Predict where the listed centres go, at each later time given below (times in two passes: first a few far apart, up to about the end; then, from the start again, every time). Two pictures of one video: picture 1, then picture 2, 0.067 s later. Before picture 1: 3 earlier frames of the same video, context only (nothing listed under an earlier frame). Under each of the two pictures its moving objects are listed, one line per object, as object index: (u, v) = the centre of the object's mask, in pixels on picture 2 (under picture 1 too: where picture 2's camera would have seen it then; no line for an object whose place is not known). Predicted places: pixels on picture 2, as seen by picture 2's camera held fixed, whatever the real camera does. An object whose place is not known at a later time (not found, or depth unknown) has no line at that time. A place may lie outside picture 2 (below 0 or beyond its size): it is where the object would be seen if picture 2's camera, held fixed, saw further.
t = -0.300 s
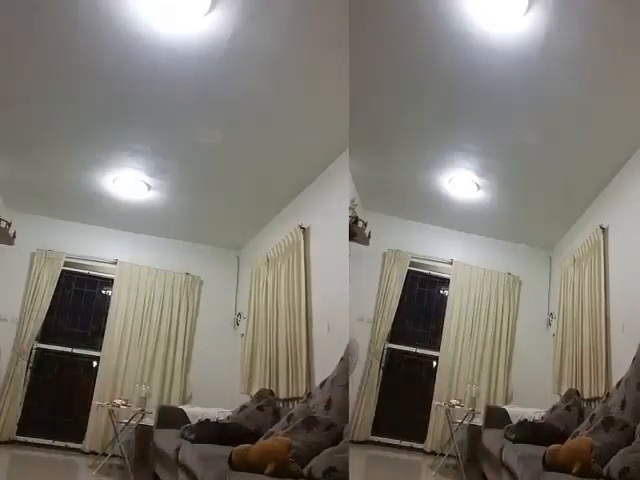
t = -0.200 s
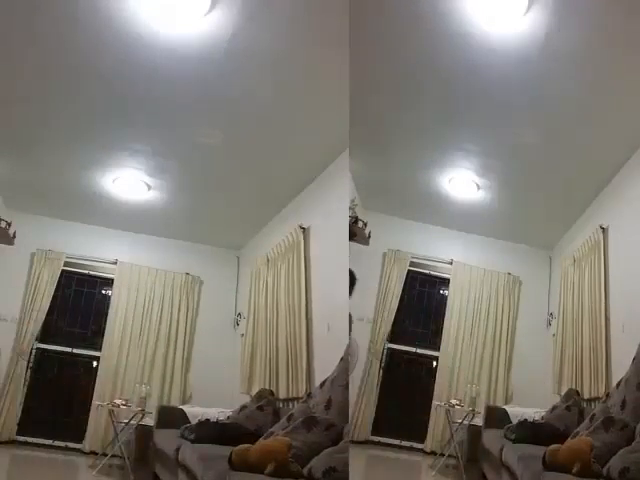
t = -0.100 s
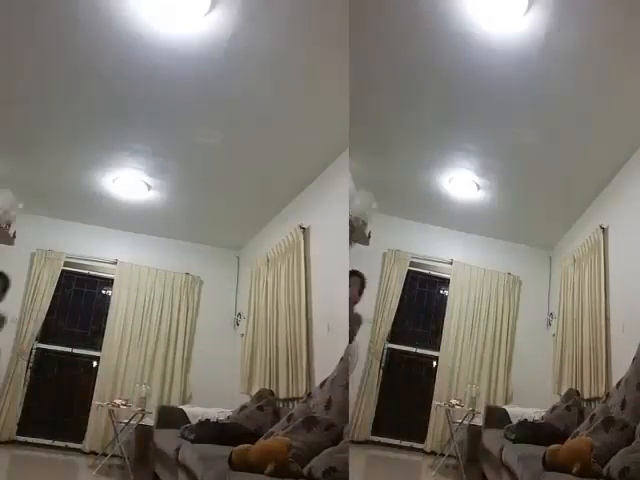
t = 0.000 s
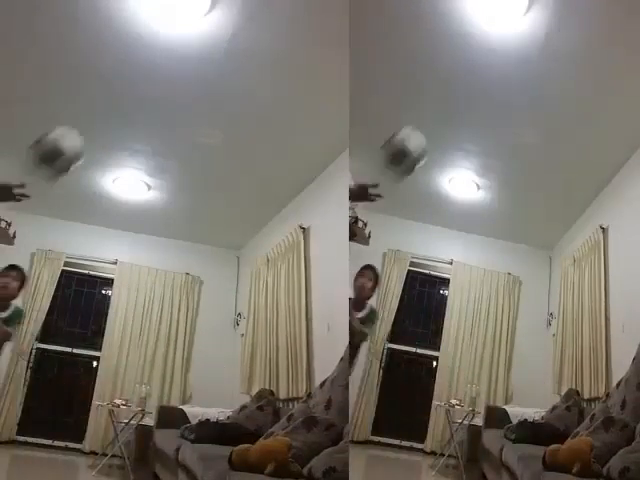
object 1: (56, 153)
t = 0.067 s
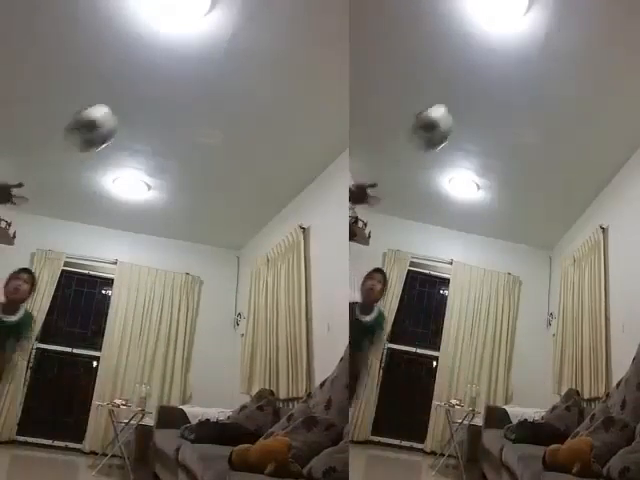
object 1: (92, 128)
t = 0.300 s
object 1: (171, 110)
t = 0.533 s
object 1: (221, 168)
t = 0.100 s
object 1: (105, 120)
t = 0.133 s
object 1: (119, 113)
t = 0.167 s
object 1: (132, 109)
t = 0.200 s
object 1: (144, 107)
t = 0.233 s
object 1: (153, 106)
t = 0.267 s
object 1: (162, 107)
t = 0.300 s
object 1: (171, 110)
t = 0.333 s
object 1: (179, 114)
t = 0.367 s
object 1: (187, 119)
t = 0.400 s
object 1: (195, 126)
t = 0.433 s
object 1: (202, 134)
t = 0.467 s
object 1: (209, 145)
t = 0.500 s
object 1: (215, 156)
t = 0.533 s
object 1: (221, 168)
